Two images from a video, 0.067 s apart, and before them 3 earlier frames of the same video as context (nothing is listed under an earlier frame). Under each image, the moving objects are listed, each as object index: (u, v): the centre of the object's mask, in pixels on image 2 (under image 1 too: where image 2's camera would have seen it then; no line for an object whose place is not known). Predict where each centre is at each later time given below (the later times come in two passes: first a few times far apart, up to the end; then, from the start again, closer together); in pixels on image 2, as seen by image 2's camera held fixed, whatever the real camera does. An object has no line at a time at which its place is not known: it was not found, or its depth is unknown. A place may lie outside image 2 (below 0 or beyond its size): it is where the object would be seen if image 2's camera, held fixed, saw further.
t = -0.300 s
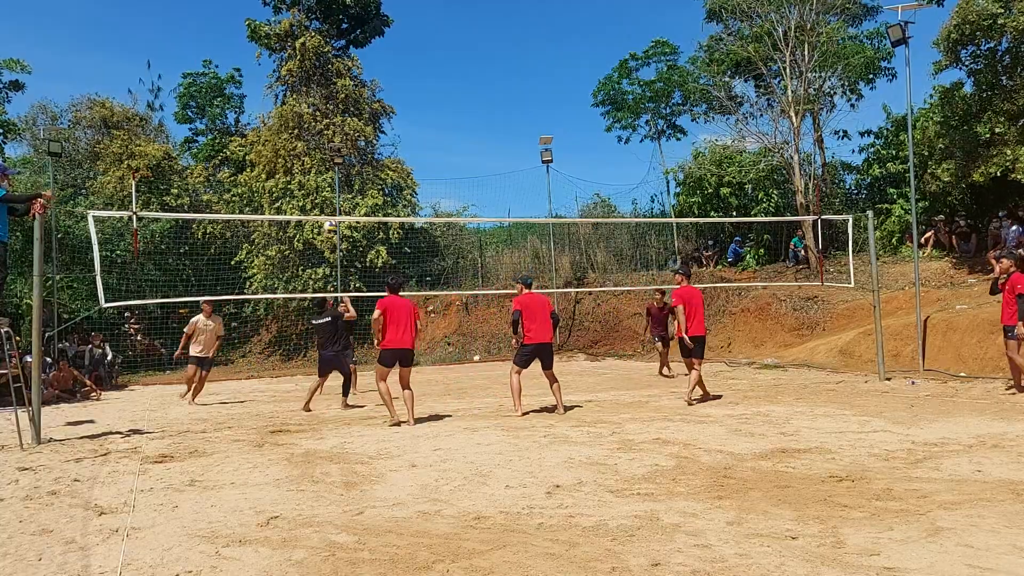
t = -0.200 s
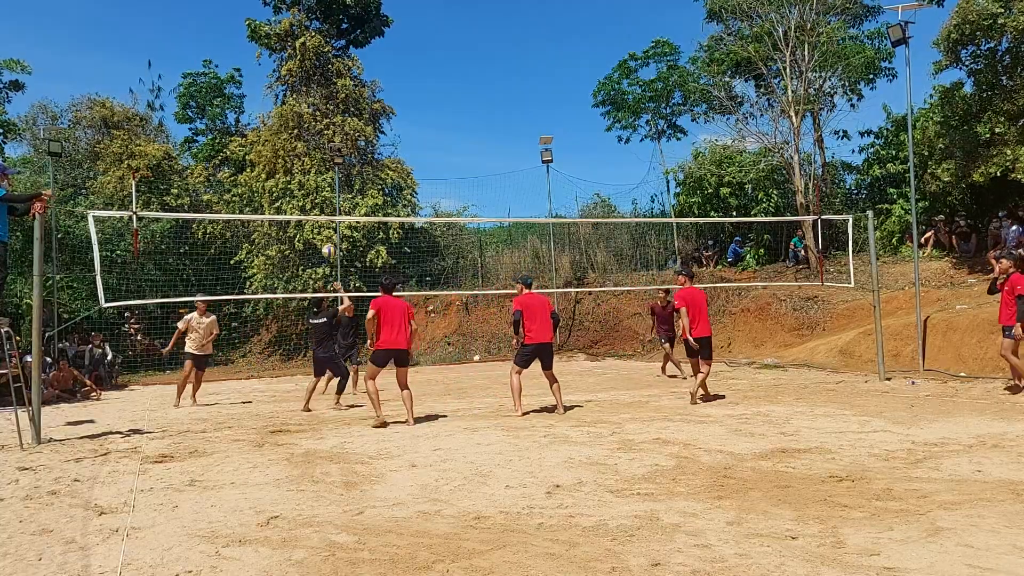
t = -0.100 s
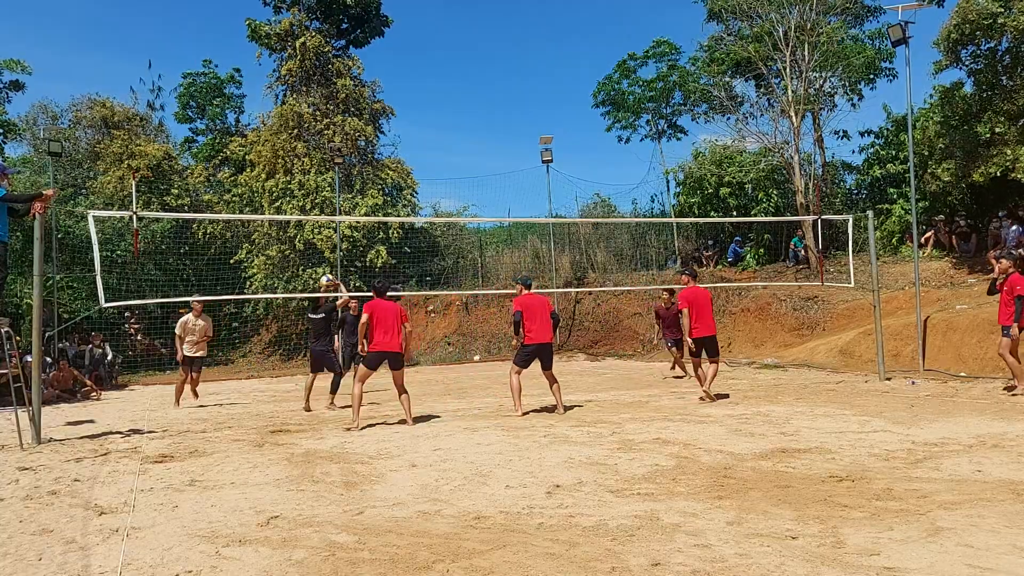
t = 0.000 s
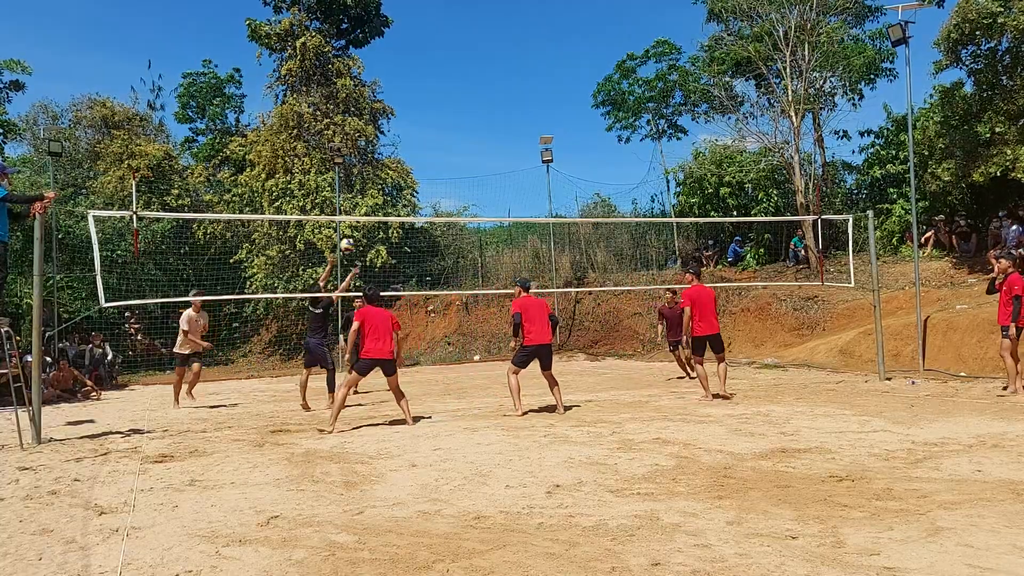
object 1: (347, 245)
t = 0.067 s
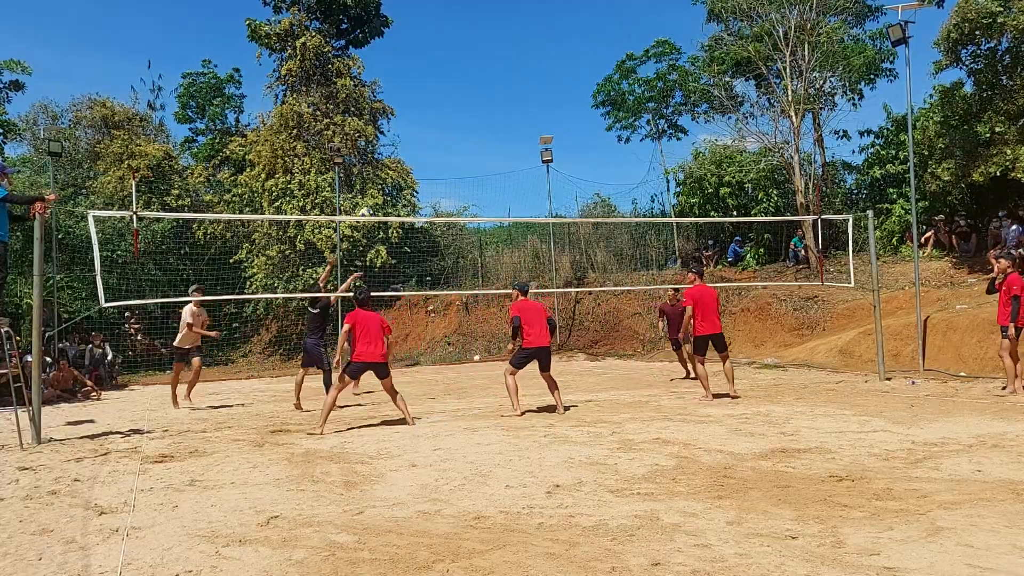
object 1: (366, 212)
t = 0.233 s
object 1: (412, 153)
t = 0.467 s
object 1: (477, 99)
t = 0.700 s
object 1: (542, 81)
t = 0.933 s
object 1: (605, 100)
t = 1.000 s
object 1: (624, 111)
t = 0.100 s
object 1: (375, 201)
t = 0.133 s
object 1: (384, 189)
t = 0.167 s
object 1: (394, 176)
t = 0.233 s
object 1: (412, 153)
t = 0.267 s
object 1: (422, 143)
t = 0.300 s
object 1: (431, 133)
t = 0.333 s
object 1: (440, 125)
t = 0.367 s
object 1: (449, 117)
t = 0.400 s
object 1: (459, 110)
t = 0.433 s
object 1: (468, 104)
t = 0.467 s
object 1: (477, 99)
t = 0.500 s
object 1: (486, 94)
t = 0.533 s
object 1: (496, 90)
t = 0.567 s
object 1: (505, 87)
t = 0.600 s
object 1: (514, 84)
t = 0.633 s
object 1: (523, 82)
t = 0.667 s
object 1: (533, 81)
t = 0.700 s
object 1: (542, 81)
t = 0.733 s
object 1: (551, 82)
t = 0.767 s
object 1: (560, 83)
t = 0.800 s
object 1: (570, 85)
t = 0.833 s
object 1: (578, 87)
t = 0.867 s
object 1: (588, 91)
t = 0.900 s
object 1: (596, 95)
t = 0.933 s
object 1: (605, 100)
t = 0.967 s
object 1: (614, 105)
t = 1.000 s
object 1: (624, 111)
